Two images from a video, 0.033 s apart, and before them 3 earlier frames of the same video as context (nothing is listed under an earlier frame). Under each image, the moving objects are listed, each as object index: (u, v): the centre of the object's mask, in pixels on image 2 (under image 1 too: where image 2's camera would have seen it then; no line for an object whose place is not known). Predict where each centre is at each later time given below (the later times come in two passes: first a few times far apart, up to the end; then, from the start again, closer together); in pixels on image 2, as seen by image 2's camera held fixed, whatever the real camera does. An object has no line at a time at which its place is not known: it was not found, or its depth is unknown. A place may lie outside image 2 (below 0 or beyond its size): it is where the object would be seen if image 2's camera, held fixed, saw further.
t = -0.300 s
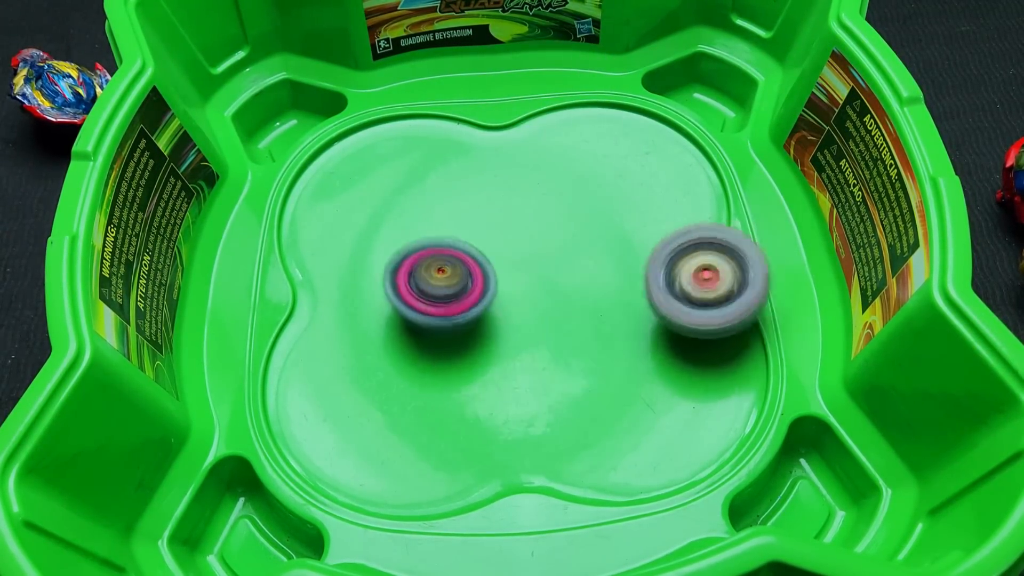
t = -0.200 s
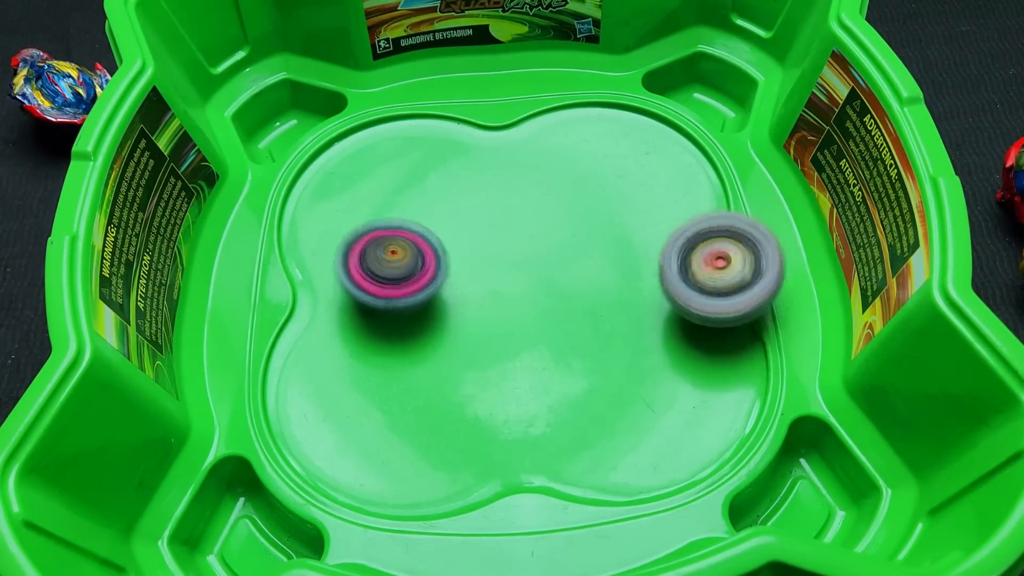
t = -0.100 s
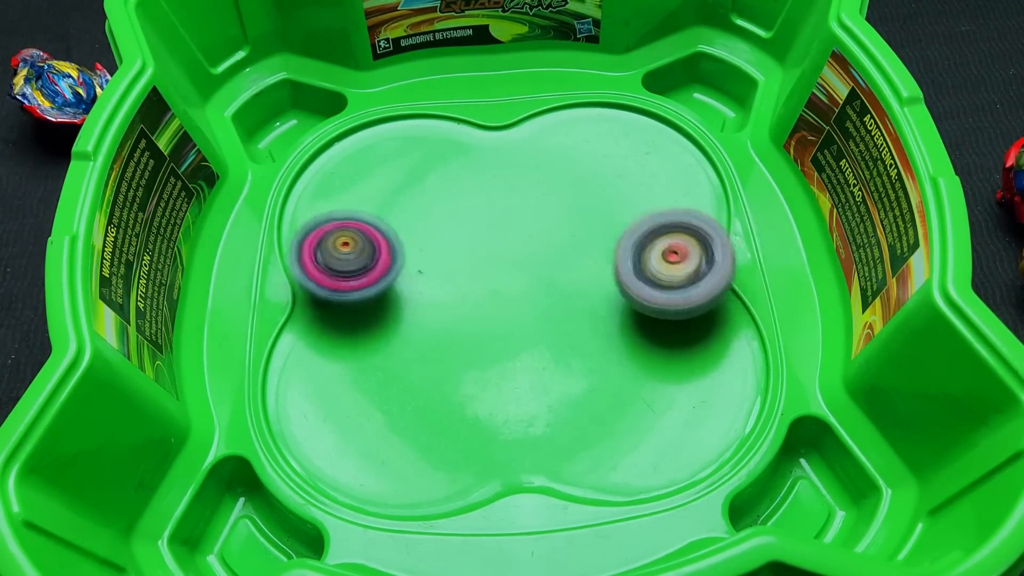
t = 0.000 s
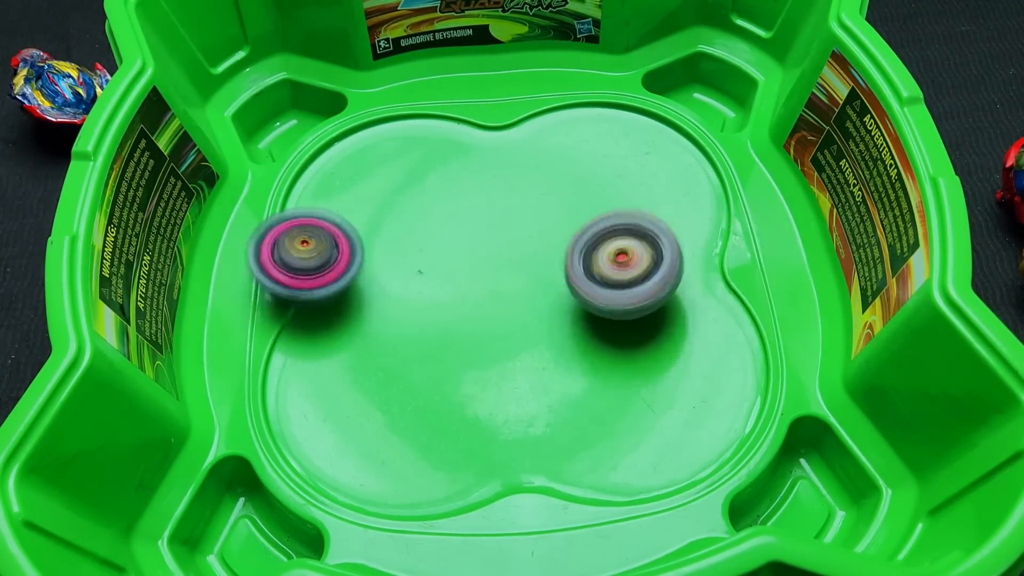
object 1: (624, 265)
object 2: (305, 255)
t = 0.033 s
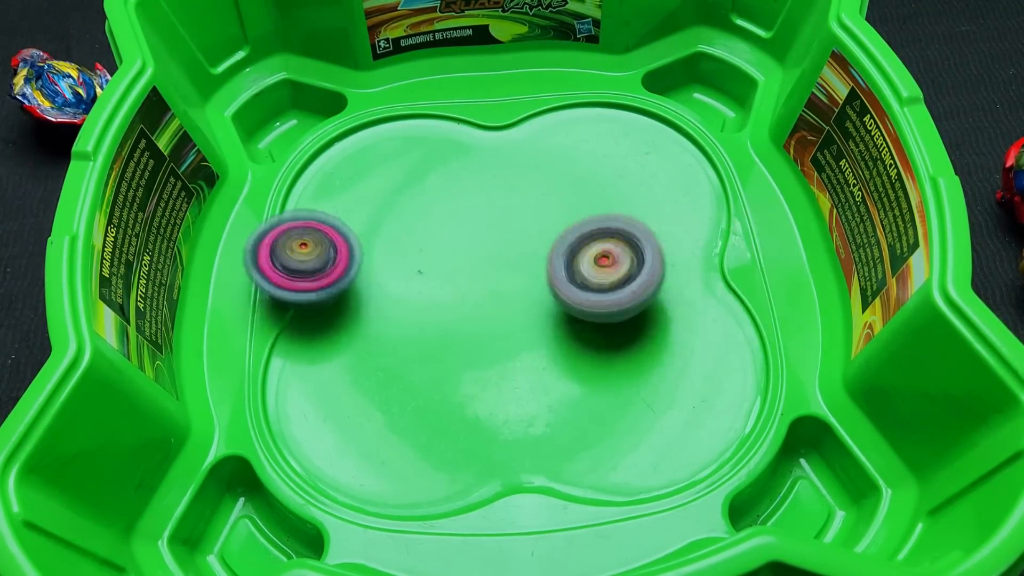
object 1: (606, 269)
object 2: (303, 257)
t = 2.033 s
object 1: (401, 232)
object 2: (556, 242)
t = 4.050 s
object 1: (527, 272)
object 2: (418, 338)
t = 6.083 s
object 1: (480, 289)
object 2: (563, 210)
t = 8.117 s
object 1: (420, 224)
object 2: (535, 351)
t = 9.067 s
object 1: (542, 202)
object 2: (451, 354)
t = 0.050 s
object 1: (598, 272)
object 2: (305, 260)
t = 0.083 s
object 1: (583, 277)
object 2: (309, 267)
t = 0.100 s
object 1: (576, 279)
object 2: (311, 270)
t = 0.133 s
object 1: (561, 285)
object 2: (316, 277)
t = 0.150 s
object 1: (553, 289)
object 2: (318, 279)
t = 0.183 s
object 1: (539, 295)
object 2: (327, 280)
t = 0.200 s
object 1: (534, 299)
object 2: (331, 280)
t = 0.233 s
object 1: (523, 306)
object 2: (342, 279)
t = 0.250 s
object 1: (519, 309)
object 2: (348, 278)
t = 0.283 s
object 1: (510, 315)
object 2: (360, 275)
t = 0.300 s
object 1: (507, 319)
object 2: (366, 273)
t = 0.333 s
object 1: (503, 326)
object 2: (379, 268)
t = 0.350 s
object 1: (502, 330)
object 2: (385, 265)
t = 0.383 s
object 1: (501, 337)
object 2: (398, 258)
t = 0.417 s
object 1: (502, 345)
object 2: (410, 251)
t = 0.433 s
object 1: (503, 349)
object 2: (415, 248)
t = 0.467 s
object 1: (508, 357)
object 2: (424, 240)
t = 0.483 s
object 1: (510, 361)
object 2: (427, 236)
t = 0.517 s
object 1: (512, 367)
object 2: (432, 227)
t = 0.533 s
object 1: (512, 371)
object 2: (434, 222)
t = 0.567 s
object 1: (514, 377)
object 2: (437, 212)
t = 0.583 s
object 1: (514, 380)
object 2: (438, 207)
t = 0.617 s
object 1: (514, 384)
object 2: (440, 197)
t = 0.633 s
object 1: (513, 386)
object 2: (440, 193)
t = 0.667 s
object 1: (510, 389)
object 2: (440, 183)
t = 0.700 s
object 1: (508, 389)
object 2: (437, 174)
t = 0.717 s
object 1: (506, 388)
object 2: (437, 170)
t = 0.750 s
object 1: (502, 386)
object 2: (434, 163)
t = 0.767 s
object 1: (501, 385)
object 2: (433, 159)
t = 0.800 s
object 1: (498, 381)
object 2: (432, 154)
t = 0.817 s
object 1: (496, 379)
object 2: (431, 151)
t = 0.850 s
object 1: (492, 373)
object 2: (430, 148)
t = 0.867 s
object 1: (490, 371)
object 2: (429, 146)
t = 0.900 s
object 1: (487, 365)
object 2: (429, 145)
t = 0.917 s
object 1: (485, 361)
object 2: (429, 145)
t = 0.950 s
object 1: (479, 354)
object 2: (429, 146)
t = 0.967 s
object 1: (476, 351)
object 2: (430, 147)
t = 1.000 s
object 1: (471, 344)
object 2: (431, 150)
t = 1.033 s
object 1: (466, 337)
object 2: (434, 155)
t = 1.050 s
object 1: (462, 333)
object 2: (435, 157)
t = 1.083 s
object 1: (454, 329)
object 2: (439, 163)
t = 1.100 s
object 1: (451, 326)
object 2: (441, 166)
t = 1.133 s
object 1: (443, 320)
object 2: (449, 175)
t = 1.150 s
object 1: (439, 318)
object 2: (452, 181)
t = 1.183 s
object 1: (431, 315)
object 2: (460, 190)
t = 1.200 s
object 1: (428, 313)
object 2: (464, 194)
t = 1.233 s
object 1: (421, 310)
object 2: (473, 204)
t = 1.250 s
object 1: (417, 310)
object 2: (478, 208)
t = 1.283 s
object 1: (409, 310)
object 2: (491, 215)
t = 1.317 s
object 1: (403, 309)
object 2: (506, 220)
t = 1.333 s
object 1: (400, 309)
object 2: (513, 221)
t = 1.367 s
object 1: (395, 311)
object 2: (525, 221)
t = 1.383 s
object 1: (395, 311)
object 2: (532, 221)
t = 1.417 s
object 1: (394, 311)
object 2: (544, 220)
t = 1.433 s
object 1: (393, 311)
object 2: (551, 219)
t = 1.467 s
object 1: (395, 312)
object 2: (562, 215)
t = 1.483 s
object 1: (397, 311)
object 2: (567, 212)
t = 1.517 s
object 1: (399, 309)
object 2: (575, 206)
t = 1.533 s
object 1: (401, 309)
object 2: (579, 202)
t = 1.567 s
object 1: (407, 309)
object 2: (586, 195)
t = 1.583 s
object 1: (409, 308)
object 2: (590, 192)
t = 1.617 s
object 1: (413, 307)
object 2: (594, 185)
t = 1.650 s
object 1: (417, 304)
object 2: (594, 180)
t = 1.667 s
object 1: (419, 300)
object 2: (594, 177)
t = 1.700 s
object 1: (423, 293)
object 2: (594, 173)
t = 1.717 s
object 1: (426, 289)
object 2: (593, 173)
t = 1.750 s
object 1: (434, 278)
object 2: (589, 173)
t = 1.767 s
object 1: (437, 272)
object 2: (586, 173)
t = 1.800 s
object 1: (441, 264)
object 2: (579, 177)
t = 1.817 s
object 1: (444, 260)
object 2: (575, 180)
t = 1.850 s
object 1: (445, 251)
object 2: (568, 187)
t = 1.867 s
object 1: (445, 249)
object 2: (563, 191)
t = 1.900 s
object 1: (444, 242)
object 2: (554, 200)
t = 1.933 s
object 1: (438, 235)
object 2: (549, 210)
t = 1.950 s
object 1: (429, 234)
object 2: (551, 214)
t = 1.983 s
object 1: (416, 231)
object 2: (553, 224)
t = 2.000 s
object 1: (410, 230)
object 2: (554, 230)
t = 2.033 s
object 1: (401, 232)
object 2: (556, 242)
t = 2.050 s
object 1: (398, 234)
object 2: (558, 247)
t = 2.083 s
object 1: (392, 237)
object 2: (562, 256)
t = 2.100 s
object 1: (390, 240)
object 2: (564, 260)
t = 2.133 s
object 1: (388, 246)
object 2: (570, 268)
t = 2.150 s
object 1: (387, 247)
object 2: (574, 271)
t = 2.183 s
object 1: (388, 252)
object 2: (582, 277)
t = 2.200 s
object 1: (390, 254)
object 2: (586, 279)
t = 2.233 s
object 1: (394, 257)
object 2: (595, 284)
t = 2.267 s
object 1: (401, 262)
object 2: (603, 287)
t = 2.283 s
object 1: (406, 263)
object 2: (608, 288)
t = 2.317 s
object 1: (413, 265)
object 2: (614, 289)
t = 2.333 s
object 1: (419, 266)
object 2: (617, 290)
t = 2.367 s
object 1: (428, 266)
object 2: (622, 291)
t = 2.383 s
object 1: (433, 266)
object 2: (625, 291)
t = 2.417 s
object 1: (442, 266)
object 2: (628, 289)
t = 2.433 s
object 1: (446, 265)
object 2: (629, 288)
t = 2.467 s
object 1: (451, 265)
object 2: (632, 288)
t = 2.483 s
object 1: (455, 264)
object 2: (632, 288)
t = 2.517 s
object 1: (461, 261)
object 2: (630, 288)
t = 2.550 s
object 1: (465, 259)
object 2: (623, 288)
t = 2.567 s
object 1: (467, 257)
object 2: (620, 289)
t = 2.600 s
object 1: (468, 253)
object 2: (612, 288)
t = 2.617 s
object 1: (470, 252)
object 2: (607, 287)
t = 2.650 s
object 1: (472, 247)
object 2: (596, 288)
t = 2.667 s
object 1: (472, 245)
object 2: (592, 288)
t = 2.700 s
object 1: (476, 242)
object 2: (581, 290)
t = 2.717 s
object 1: (477, 239)
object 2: (577, 292)
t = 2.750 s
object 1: (471, 231)
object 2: (578, 303)
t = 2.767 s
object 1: (470, 227)
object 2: (580, 308)
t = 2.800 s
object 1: (467, 223)
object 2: (582, 316)
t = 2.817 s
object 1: (468, 222)
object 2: (582, 318)
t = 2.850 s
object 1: (467, 220)
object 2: (584, 325)
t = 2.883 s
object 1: (469, 222)
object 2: (587, 331)
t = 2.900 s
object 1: (470, 222)
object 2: (588, 334)
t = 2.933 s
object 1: (471, 225)
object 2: (589, 338)
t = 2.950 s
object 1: (472, 226)
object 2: (589, 341)
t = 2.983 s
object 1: (472, 227)
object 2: (591, 345)
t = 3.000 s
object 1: (473, 229)
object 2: (591, 346)
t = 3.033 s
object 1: (475, 230)
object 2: (589, 348)
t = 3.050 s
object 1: (475, 232)
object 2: (589, 349)
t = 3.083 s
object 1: (478, 235)
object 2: (588, 350)
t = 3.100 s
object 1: (478, 236)
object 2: (587, 350)
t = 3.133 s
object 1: (480, 239)
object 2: (582, 350)
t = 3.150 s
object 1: (482, 240)
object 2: (580, 350)
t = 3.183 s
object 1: (484, 242)
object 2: (574, 349)
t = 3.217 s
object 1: (487, 245)
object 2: (567, 348)
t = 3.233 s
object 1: (488, 246)
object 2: (563, 348)
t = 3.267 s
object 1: (491, 249)
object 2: (556, 345)
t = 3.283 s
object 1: (492, 250)
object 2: (552, 344)
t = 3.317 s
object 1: (494, 251)
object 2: (544, 345)
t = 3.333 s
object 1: (495, 251)
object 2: (541, 346)
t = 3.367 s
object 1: (496, 250)
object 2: (534, 349)
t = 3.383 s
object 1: (498, 250)
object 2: (530, 350)
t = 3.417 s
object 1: (500, 249)
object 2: (522, 354)
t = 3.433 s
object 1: (501, 250)
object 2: (519, 355)
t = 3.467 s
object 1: (504, 251)
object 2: (511, 357)
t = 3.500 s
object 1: (504, 252)
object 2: (505, 361)
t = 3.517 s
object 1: (506, 253)
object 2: (503, 362)
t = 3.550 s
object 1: (507, 253)
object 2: (496, 364)
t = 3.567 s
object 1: (508, 255)
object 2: (493, 366)
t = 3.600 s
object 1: (510, 255)
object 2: (487, 367)
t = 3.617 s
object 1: (511, 256)
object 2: (484, 367)
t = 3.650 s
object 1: (514, 257)
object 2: (478, 368)
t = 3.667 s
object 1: (514, 258)
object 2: (476, 369)
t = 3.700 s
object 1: (516, 259)
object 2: (470, 368)
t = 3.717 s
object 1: (517, 259)
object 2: (466, 368)
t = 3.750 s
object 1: (518, 262)
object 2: (462, 367)
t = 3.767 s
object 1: (519, 262)
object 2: (459, 366)
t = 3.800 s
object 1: (519, 263)
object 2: (453, 364)
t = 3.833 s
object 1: (522, 264)
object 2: (449, 362)
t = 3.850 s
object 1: (522, 265)
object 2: (446, 360)
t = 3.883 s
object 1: (524, 266)
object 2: (440, 358)
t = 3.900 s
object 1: (524, 267)
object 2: (438, 356)
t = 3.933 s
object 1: (525, 268)
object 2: (434, 351)
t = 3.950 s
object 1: (526, 268)
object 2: (431, 349)
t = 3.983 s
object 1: (526, 270)
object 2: (428, 346)
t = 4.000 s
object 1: (527, 270)
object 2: (425, 344)
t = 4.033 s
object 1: (526, 271)
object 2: (420, 340)
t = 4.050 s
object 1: (527, 272)
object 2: (418, 338)
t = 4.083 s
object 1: (527, 272)
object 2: (415, 333)
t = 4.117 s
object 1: (528, 274)
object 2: (410, 329)
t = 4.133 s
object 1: (528, 274)
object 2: (409, 327)
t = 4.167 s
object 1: (528, 275)
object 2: (405, 321)
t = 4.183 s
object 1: (528, 275)
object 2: (403, 319)
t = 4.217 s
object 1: (528, 277)
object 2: (401, 314)
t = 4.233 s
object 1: (528, 277)
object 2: (399, 312)
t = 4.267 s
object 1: (527, 278)
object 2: (395, 308)
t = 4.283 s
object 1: (528, 279)
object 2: (395, 305)
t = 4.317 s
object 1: (526, 280)
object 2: (393, 300)
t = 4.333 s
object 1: (527, 280)
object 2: (391, 298)
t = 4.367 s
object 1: (526, 281)
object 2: (391, 293)
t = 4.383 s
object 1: (526, 282)
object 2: (390, 290)
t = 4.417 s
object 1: (525, 282)
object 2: (389, 286)
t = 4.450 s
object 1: (525, 283)
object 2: (389, 280)
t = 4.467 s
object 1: (525, 283)
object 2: (389, 278)
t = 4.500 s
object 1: (523, 285)
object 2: (390, 274)
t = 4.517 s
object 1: (523, 285)
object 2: (391, 271)
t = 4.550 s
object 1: (521, 286)
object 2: (390, 266)
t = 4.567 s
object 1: (522, 286)
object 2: (391, 265)
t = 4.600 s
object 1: (519, 287)
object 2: (393, 259)
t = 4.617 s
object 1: (520, 288)
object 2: (393, 257)
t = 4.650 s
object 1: (518, 288)
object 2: (396, 253)
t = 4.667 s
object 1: (518, 289)
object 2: (397, 250)
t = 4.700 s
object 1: (516, 289)
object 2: (399, 246)
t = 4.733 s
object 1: (515, 289)
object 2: (402, 242)
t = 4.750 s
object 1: (514, 289)
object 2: (403, 240)
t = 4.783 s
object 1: (513, 290)
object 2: (406, 236)
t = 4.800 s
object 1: (512, 290)
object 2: (408, 234)
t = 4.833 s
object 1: (510, 290)
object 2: (411, 230)
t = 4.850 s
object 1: (509, 290)
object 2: (413, 228)
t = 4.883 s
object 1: (507, 291)
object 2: (417, 224)
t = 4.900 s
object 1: (507, 291)
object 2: (418, 223)
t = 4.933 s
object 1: (504, 291)
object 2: (423, 219)
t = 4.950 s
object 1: (504, 291)
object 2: (425, 217)
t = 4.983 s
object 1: (501, 291)
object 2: (428, 215)
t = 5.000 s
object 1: (502, 291)
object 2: (431, 213)
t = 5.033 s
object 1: (499, 290)
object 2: (434, 210)
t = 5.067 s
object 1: (498, 289)
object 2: (439, 208)
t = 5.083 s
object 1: (496, 289)
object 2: (441, 206)
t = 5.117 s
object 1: (496, 290)
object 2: (446, 204)
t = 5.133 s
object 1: (495, 290)
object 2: (449, 202)
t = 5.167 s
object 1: (494, 290)
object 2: (453, 200)
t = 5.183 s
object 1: (493, 289)
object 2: (456, 199)
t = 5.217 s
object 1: (493, 289)
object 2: (460, 197)
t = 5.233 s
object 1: (491, 288)
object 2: (462, 196)
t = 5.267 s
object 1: (491, 289)
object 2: (467, 194)
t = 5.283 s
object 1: (490, 287)
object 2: (470, 193)
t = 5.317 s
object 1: (489, 288)
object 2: (475, 193)
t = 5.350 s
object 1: (487, 287)
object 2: (479, 191)
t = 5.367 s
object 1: (487, 287)
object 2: (481, 192)
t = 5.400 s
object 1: (485, 286)
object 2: (487, 189)
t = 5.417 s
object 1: (485, 288)
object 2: (488, 188)
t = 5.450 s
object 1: (483, 287)
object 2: (493, 187)
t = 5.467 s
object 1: (483, 288)
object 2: (495, 186)
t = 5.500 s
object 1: (483, 287)
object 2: (499, 186)
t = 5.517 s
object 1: (483, 287)
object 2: (501, 185)
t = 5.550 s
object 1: (483, 286)
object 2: (504, 185)
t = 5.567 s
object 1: (482, 287)
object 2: (506, 186)
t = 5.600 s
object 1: (482, 285)
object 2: (509, 186)
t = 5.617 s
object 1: (482, 285)
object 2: (511, 187)
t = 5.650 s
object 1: (482, 283)
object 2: (515, 188)
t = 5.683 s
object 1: (482, 283)
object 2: (518, 191)
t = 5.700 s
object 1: (482, 282)
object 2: (521, 192)
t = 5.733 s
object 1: (481, 283)
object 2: (524, 194)
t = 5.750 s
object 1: (480, 282)
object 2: (527, 195)
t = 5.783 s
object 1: (480, 283)
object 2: (531, 196)
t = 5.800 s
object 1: (479, 284)
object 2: (534, 197)
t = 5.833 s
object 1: (477, 287)
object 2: (540, 197)
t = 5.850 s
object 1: (476, 287)
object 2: (542, 197)
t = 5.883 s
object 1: (476, 288)
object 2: (548, 197)
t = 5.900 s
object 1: (476, 288)
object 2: (550, 197)
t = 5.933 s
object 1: (476, 289)
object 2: (553, 198)
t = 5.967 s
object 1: (475, 289)
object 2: (556, 199)
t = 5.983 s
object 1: (477, 289)
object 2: (558, 201)
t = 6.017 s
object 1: (476, 289)
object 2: (561, 203)
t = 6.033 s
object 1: (478, 289)
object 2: (561, 204)
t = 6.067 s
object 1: (478, 289)
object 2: (563, 208)
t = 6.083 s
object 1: (480, 289)
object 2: (563, 210)
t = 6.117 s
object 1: (481, 289)
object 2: (564, 215)
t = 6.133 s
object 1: (483, 289)
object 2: (565, 216)
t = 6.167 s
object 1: (482, 289)
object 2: (566, 221)
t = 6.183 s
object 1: (481, 290)
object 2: (568, 221)
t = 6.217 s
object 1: (476, 292)
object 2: (573, 222)
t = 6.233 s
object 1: (476, 293)
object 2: (576, 222)
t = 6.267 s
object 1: (474, 293)
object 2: (579, 224)
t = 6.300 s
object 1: (473, 293)
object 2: (581, 226)
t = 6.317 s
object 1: (473, 293)
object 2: (581, 226)
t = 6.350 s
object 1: (474, 292)
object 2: (583, 229)
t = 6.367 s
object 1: (475, 293)
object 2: (583, 230)
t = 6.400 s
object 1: (476, 291)
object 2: (583, 233)
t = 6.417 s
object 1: (478, 292)
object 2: (582, 234)
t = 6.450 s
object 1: (479, 291)
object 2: (581, 239)
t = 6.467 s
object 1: (478, 292)
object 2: (582, 241)
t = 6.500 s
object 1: (473, 292)
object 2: (587, 241)
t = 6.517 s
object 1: (472, 293)
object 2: (589, 242)
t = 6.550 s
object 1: (470, 292)
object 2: (592, 243)
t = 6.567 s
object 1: (471, 292)
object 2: (593, 244)
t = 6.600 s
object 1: (470, 292)
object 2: (594, 245)
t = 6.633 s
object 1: (470, 290)
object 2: (594, 247)
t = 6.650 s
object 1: (471, 291)
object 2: (592, 248)
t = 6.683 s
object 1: (471, 290)
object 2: (590, 251)
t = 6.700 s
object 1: (472, 290)
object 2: (588, 253)
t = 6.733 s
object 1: (472, 289)
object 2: (585, 258)
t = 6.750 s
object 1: (469, 289)
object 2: (587, 259)
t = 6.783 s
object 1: (460, 288)
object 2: (595, 260)
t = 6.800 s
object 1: (458, 288)
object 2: (599, 260)
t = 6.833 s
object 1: (455, 288)
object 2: (603, 260)
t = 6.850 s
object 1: (454, 287)
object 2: (605, 260)
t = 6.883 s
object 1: (452, 287)
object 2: (605, 259)
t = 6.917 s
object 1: (450, 287)
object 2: (605, 259)
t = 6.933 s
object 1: (450, 286)
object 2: (603, 258)
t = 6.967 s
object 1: (448, 285)
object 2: (601, 260)
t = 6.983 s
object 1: (448, 284)
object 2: (597, 261)
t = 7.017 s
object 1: (447, 284)
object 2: (592, 262)
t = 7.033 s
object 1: (446, 283)
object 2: (588, 264)
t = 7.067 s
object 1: (447, 282)
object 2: (582, 267)
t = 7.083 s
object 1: (446, 281)
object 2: (576, 270)
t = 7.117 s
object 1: (447, 280)
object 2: (569, 276)
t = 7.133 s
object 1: (446, 280)
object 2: (564, 279)
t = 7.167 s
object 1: (429, 275)
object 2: (576, 288)
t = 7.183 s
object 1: (420, 273)
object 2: (580, 291)
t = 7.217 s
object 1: (407, 269)
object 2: (592, 295)
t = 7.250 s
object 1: (400, 266)
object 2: (602, 297)
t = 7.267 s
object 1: (397, 266)
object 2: (607, 297)
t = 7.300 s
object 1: (394, 265)
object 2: (616, 298)
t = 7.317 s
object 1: (393, 266)
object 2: (621, 297)
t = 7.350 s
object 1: (391, 265)
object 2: (629, 297)
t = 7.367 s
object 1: (392, 266)
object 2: (631, 295)
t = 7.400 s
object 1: (392, 265)
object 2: (634, 292)
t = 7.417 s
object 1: (393, 265)
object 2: (634, 290)
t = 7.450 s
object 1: (395, 266)
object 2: (632, 287)
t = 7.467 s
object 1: (397, 266)
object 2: (629, 284)
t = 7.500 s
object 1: (401, 267)
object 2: (622, 281)
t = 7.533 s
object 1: (404, 267)
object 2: (611, 279)
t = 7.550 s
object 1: (407, 267)
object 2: (606, 278)
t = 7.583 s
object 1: (411, 268)
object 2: (592, 278)
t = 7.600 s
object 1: (413, 267)
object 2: (586, 278)
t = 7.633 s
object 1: (419, 267)
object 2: (572, 280)
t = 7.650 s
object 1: (421, 267)
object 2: (566, 280)
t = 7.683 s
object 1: (425, 265)
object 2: (553, 284)
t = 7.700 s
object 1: (428, 265)
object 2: (546, 285)
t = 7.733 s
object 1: (420, 258)
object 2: (546, 294)
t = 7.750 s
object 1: (413, 254)
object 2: (549, 299)
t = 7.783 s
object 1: (405, 246)
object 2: (551, 307)
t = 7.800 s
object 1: (404, 242)
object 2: (549, 311)
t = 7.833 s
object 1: (403, 239)
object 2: (547, 318)
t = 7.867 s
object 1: (403, 237)
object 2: (544, 325)
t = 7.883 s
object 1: (403, 234)
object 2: (543, 328)
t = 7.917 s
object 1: (405, 233)
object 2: (540, 335)
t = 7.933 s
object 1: (404, 232)
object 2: (539, 337)
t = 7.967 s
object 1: (406, 229)
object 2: (540, 343)
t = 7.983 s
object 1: (408, 229)
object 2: (538, 345)
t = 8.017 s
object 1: (410, 227)
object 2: (539, 349)
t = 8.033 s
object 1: (412, 227)
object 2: (538, 351)
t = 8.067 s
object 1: (414, 226)
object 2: (537, 351)
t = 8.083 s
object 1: (416, 224)
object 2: (537, 352)
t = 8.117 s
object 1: (420, 224)
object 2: (535, 351)
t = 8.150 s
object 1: (423, 223)
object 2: (533, 348)
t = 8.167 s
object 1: (424, 222)
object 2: (531, 348)
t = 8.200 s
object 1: (429, 222)
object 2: (528, 344)
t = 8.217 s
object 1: (430, 222)
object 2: (526, 342)
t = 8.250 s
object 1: (434, 222)
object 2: (520, 337)
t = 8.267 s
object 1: (437, 223)
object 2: (518, 335)
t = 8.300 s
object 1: (441, 223)
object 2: (509, 330)
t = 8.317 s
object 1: (444, 223)
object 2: (505, 328)
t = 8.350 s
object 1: (449, 225)
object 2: (495, 324)
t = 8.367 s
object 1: (451, 225)
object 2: (491, 322)
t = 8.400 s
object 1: (454, 215)
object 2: (483, 331)
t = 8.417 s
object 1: (456, 210)
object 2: (479, 335)
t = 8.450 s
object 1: (460, 204)
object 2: (476, 342)
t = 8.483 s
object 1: (464, 202)
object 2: (473, 350)
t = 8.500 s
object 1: (466, 202)
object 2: (472, 352)
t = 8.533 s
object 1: (469, 202)
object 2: (472, 358)
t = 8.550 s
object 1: (472, 202)
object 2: (472, 361)
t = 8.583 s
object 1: (476, 203)
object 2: (474, 363)
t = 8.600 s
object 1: (477, 203)
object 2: (476, 365)
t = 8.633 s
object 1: (482, 205)
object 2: (480, 365)
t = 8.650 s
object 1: (484, 206)
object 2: (483, 364)
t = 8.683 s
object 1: (488, 209)
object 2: (485, 361)
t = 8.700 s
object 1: (490, 210)
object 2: (487, 358)
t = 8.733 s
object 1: (494, 212)
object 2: (491, 351)
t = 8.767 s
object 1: (498, 216)
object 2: (493, 342)
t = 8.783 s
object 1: (501, 217)
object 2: (494, 337)
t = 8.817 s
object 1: (505, 221)
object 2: (493, 328)
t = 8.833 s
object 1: (506, 221)
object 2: (491, 323)
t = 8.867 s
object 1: (516, 212)
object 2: (482, 327)
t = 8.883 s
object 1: (521, 206)
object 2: (478, 332)
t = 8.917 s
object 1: (529, 198)
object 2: (470, 337)
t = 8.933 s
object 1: (533, 196)
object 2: (468, 340)
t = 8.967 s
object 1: (537, 196)
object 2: (463, 344)
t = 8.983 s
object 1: (538, 196)
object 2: (459, 346)
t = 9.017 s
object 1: (540, 198)
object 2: (455, 349)
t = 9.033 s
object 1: (541, 199)
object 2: (454, 352)
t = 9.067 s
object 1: (542, 202)
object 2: (451, 354)
